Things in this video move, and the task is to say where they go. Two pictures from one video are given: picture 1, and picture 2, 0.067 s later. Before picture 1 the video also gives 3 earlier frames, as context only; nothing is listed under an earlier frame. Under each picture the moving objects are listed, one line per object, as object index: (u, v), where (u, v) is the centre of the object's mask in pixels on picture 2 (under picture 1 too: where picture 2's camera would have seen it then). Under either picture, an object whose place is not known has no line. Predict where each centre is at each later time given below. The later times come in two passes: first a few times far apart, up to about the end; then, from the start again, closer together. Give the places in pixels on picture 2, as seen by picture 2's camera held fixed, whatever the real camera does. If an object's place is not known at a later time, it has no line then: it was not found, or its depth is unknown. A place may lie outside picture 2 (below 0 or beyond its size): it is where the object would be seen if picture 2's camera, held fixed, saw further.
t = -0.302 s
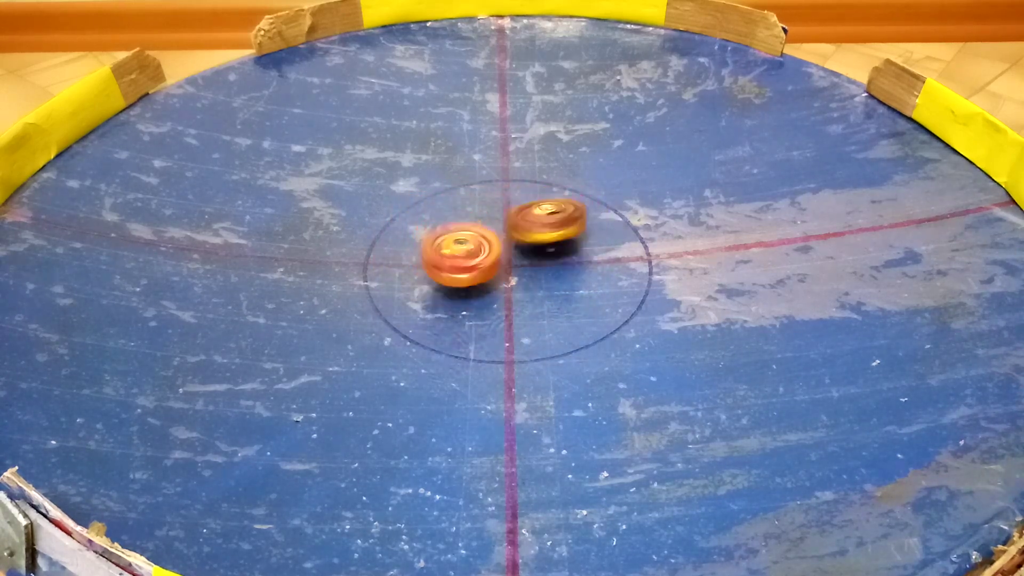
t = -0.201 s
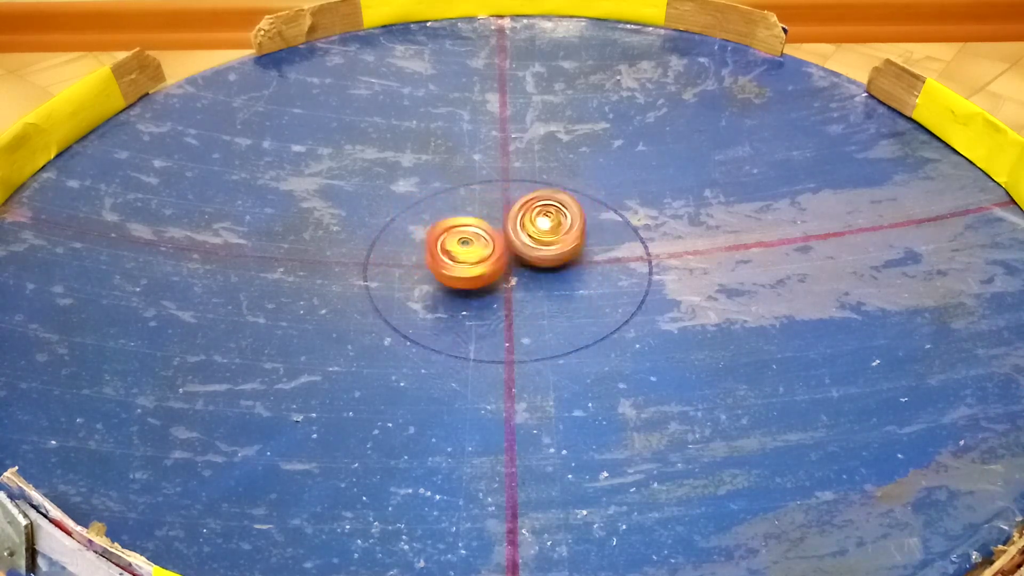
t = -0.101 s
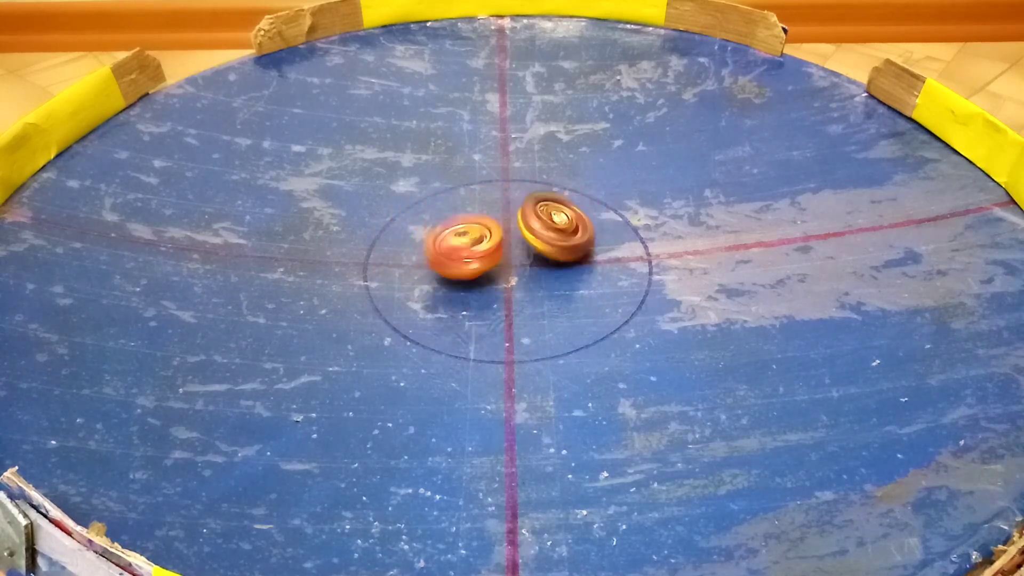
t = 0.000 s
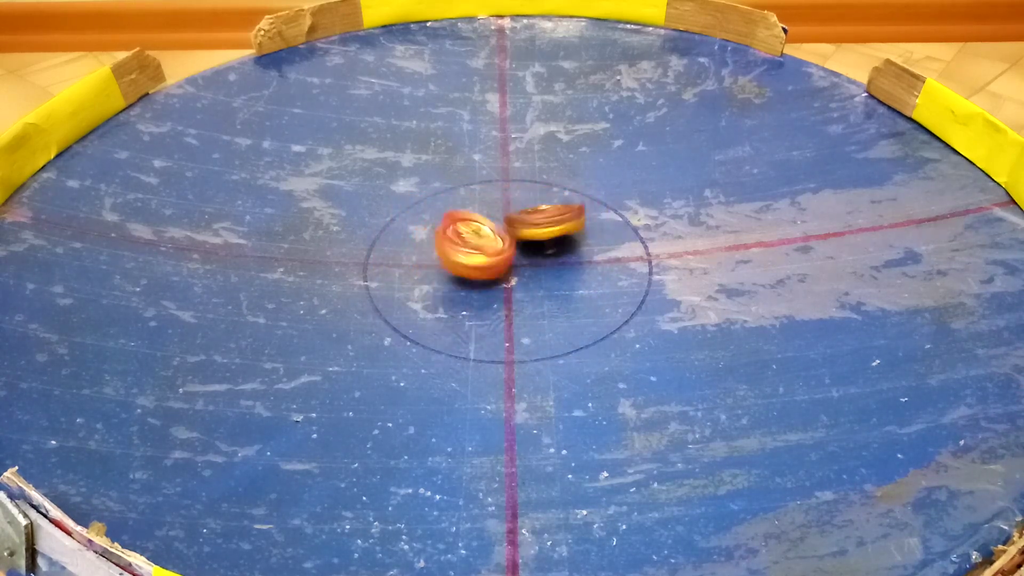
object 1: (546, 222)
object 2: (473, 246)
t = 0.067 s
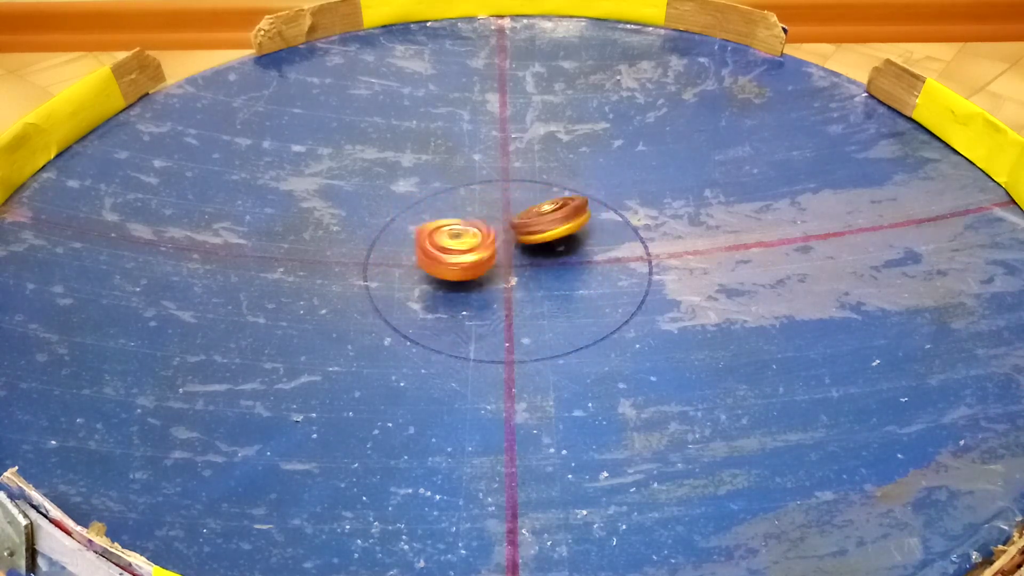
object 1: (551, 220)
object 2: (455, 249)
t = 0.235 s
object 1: (553, 218)
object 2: (452, 244)
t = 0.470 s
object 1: (566, 223)
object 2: (461, 237)
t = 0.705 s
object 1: (574, 222)
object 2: (474, 248)
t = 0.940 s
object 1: (569, 223)
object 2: (477, 262)
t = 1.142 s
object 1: (570, 223)
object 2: (481, 268)
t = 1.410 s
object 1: (570, 223)
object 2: (481, 262)
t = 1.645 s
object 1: (570, 223)
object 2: (500, 255)
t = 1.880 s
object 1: (571, 223)
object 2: (507, 254)
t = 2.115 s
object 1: (571, 223)
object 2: (509, 255)
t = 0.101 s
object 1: (552, 219)
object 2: (450, 248)
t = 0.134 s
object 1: (553, 218)
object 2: (447, 248)
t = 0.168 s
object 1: (554, 218)
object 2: (446, 247)
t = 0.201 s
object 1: (553, 218)
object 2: (450, 247)
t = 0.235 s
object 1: (553, 218)
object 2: (452, 244)
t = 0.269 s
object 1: (554, 218)
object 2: (454, 240)
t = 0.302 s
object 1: (552, 219)
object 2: (455, 240)
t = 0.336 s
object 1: (554, 220)
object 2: (457, 240)
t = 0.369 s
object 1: (556, 220)
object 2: (457, 239)
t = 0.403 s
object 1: (559, 222)
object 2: (458, 236)
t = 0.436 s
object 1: (562, 222)
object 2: (460, 236)
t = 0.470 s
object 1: (566, 223)
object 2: (461, 237)
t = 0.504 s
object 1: (570, 223)
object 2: (463, 237)
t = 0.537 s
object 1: (572, 222)
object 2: (465, 239)
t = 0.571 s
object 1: (573, 222)
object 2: (466, 242)
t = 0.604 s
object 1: (574, 221)
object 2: (467, 242)
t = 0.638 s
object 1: (574, 221)
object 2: (470, 245)
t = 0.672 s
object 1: (574, 221)
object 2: (473, 246)
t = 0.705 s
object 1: (574, 222)
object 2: (474, 248)
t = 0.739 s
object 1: (573, 222)
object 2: (475, 249)
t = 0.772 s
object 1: (572, 222)
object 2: (477, 251)
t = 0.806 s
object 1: (570, 223)
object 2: (478, 255)
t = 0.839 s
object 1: (568, 223)
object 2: (479, 256)
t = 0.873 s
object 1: (567, 223)
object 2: (479, 258)
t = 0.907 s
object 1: (568, 223)
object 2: (477, 260)
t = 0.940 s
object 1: (569, 223)
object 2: (477, 262)
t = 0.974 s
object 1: (571, 223)
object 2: (478, 264)
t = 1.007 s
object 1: (571, 223)
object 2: (479, 265)
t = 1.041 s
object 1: (570, 223)
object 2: (480, 267)
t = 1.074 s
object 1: (569, 223)
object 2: (480, 267)
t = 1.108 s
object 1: (569, 223)
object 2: (481, 268)
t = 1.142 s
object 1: (570, 223)
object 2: (481, 268)
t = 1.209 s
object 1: (569, 223)
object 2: (481, 268)
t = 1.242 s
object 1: (569, 223)
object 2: (481, 268)
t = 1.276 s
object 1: (570, 223)
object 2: (481, 267)
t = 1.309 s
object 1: (570, 223)
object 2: (480, 266)
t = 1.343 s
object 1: (570, 223)
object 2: (480, 265)
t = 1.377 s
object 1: (570, 223)
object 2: (480, 264)
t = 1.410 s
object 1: (570, 223)
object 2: (481, 262)
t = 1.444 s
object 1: (570, 223)
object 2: (483, 260)
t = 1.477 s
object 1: (570, 223)
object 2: (486, 258)
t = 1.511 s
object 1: (570, 223)
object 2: (489, 257)
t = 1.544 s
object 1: (570, 223)
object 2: (493, 256)
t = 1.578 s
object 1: (570, 223)
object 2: (496, 255)
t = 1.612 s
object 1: (570, 223)
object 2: (498, 255)
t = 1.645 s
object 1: (570, 223)
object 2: (500, 255)
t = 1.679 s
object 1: (571, 223)
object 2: (504, 255)
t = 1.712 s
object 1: (571, 223)
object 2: (507, 255)
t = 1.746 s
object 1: (571, 222)
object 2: (510, 255)
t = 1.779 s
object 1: (571, 222)
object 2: (510, 255)
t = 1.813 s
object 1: (571, 222)
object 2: (510, 255)
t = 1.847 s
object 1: (571, 223)
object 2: (508, 255)
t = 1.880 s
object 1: (571, 223)
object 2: (507, 254)
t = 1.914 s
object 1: (571, 223)
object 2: (505, 254)
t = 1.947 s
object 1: (571, 223)
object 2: (505, 254)
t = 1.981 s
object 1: (571, 223)
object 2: (506, 254)
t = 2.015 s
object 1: (571, 223)
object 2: (508, 255)
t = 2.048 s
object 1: (571, 223)
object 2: (509, 255)
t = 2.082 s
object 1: (571, 223)
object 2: (509, 255)
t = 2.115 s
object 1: (571, 223)
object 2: (509, 255)
